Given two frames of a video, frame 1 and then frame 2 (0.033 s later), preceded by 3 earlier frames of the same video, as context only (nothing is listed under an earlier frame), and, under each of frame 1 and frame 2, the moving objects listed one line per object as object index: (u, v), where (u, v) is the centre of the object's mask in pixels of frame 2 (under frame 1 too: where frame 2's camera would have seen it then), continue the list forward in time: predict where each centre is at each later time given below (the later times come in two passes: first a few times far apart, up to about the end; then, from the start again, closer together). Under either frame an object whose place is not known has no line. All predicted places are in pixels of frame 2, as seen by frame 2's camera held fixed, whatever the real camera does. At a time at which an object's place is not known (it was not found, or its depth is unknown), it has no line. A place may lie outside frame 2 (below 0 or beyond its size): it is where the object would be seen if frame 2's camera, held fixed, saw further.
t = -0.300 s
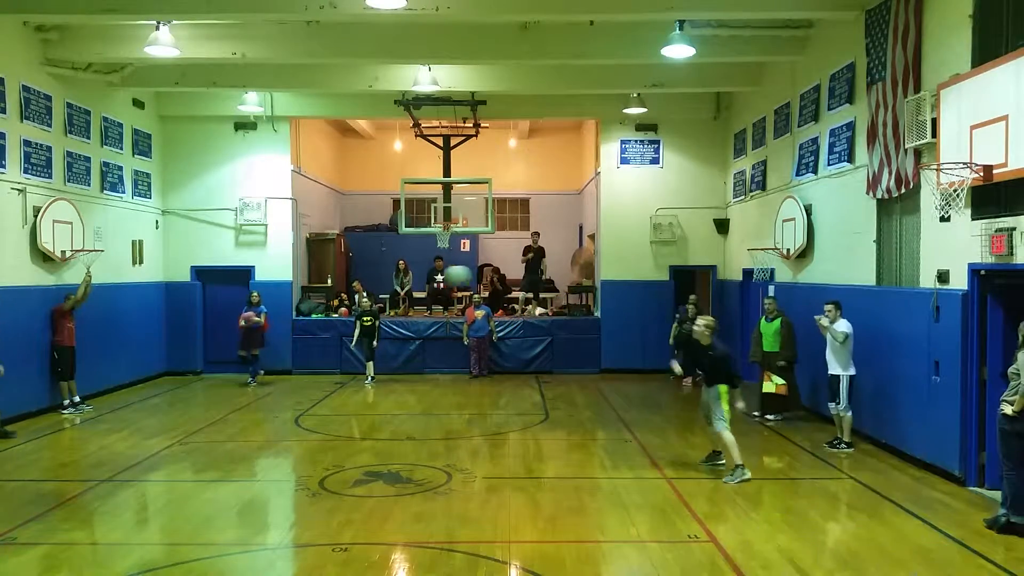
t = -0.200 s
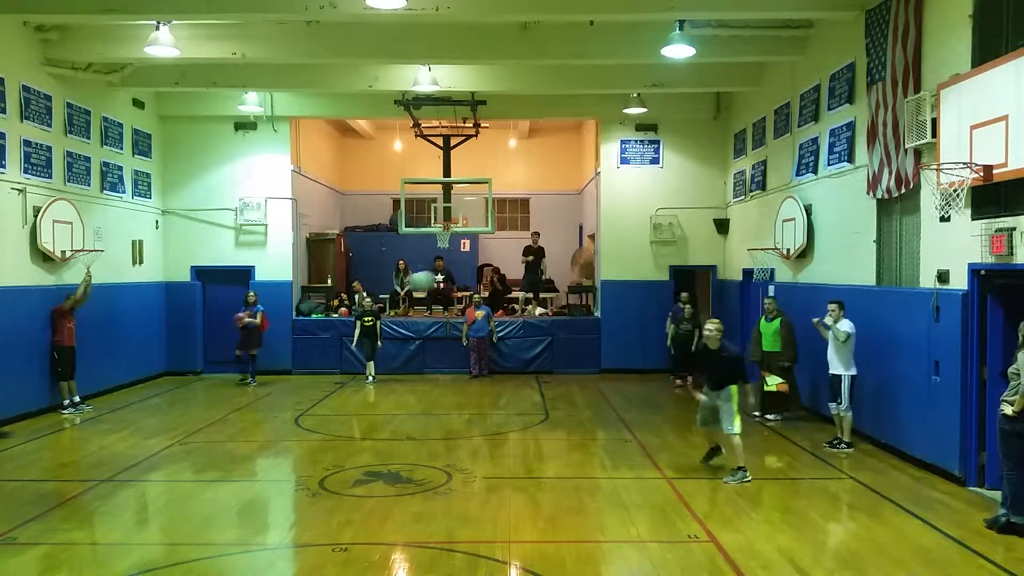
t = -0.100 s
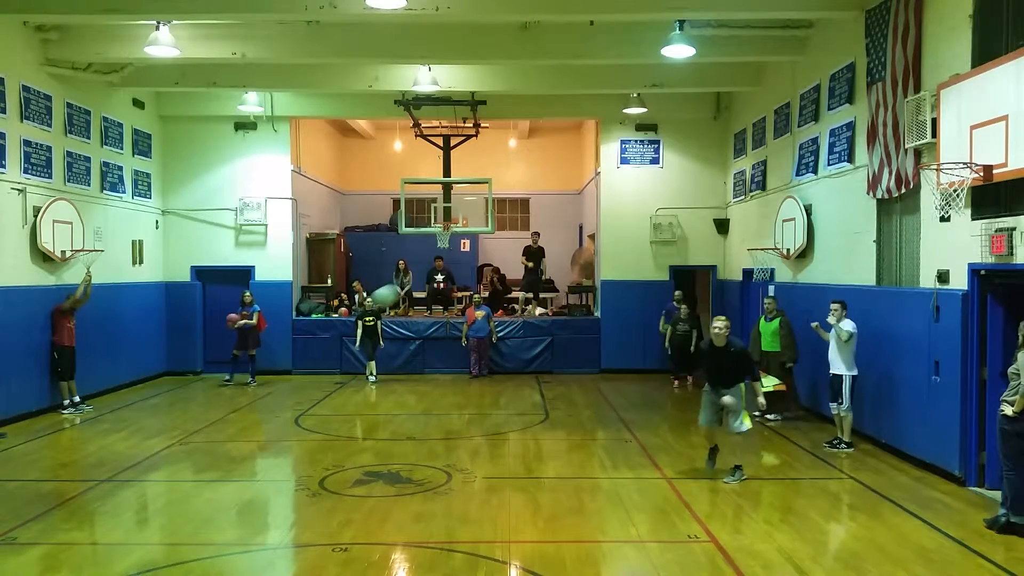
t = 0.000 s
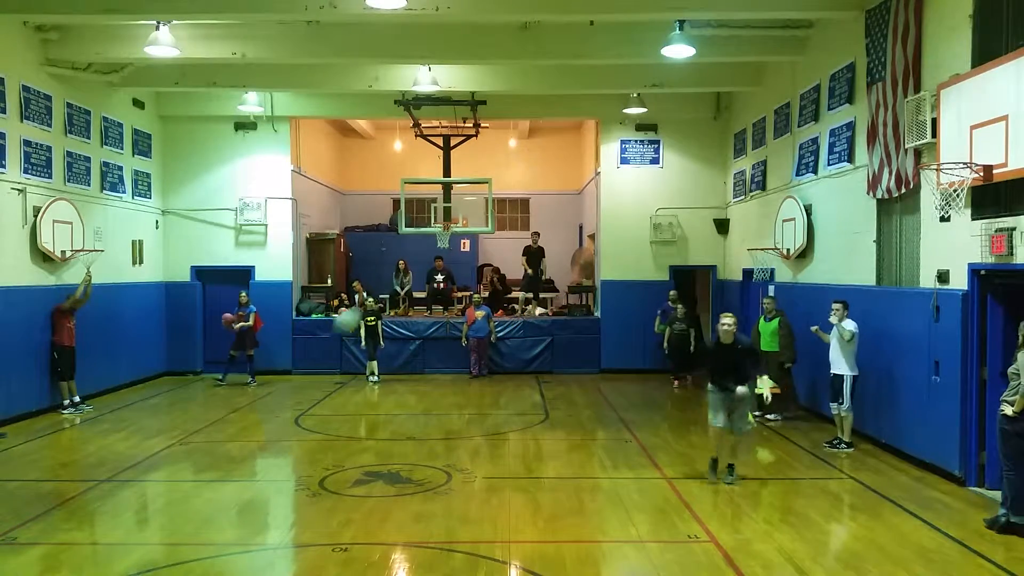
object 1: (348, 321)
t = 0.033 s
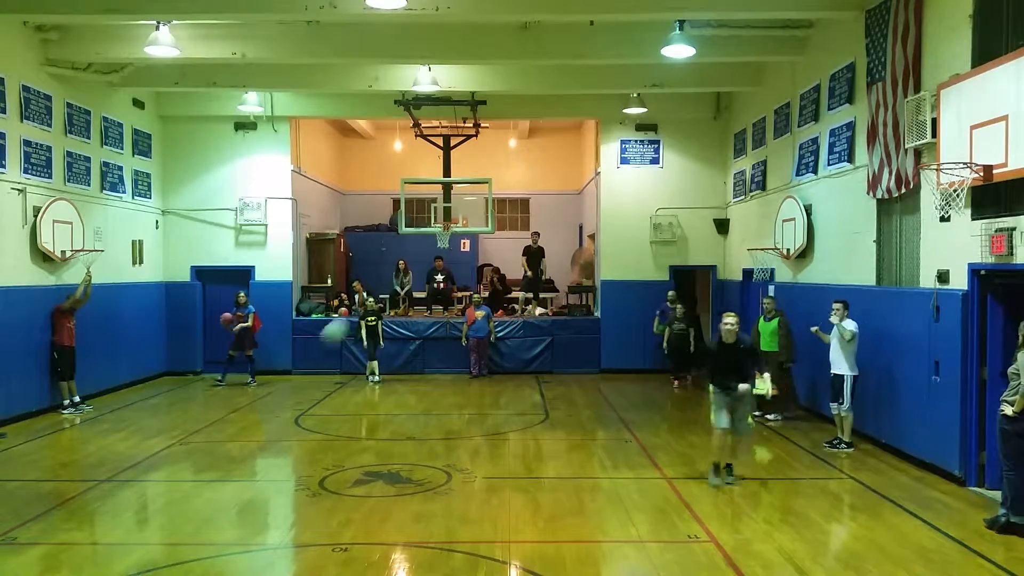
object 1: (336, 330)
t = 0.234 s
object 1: (256, 415)
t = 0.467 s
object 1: (198, 421)
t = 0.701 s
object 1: (169, 369)
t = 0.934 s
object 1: (143, 368)
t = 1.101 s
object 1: (125, 394)
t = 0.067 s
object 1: (323, 343)
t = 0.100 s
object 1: (309, 355)
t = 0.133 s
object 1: (297, 366)
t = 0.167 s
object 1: (283, 381)
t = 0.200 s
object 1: (268, 398)
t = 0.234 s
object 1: (256, 415)
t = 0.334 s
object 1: (216, 474)
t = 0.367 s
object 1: (213, 461)
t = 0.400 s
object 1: (208, 447)
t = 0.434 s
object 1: (203, 434)
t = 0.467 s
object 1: (198, 421)
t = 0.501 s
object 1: (194, 410)
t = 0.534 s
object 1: (190, 401)
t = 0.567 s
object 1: (186, 392)
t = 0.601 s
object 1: (181, 384)
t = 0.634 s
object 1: (177, 378)
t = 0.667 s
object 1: (173, 373)
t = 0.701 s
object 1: (169, 369)
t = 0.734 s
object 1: (165, 367)
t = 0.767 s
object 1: (161, 365)
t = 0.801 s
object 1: (157, 364)
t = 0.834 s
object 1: (154, 364)
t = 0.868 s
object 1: (150, 364)
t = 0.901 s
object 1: (146, 367)
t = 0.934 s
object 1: (143, 368)
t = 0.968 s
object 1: (139, 372)
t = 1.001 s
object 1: (135, 376)
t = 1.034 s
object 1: (132, 381)
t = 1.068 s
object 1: (128, 387)
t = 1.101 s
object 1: (125, 394)
